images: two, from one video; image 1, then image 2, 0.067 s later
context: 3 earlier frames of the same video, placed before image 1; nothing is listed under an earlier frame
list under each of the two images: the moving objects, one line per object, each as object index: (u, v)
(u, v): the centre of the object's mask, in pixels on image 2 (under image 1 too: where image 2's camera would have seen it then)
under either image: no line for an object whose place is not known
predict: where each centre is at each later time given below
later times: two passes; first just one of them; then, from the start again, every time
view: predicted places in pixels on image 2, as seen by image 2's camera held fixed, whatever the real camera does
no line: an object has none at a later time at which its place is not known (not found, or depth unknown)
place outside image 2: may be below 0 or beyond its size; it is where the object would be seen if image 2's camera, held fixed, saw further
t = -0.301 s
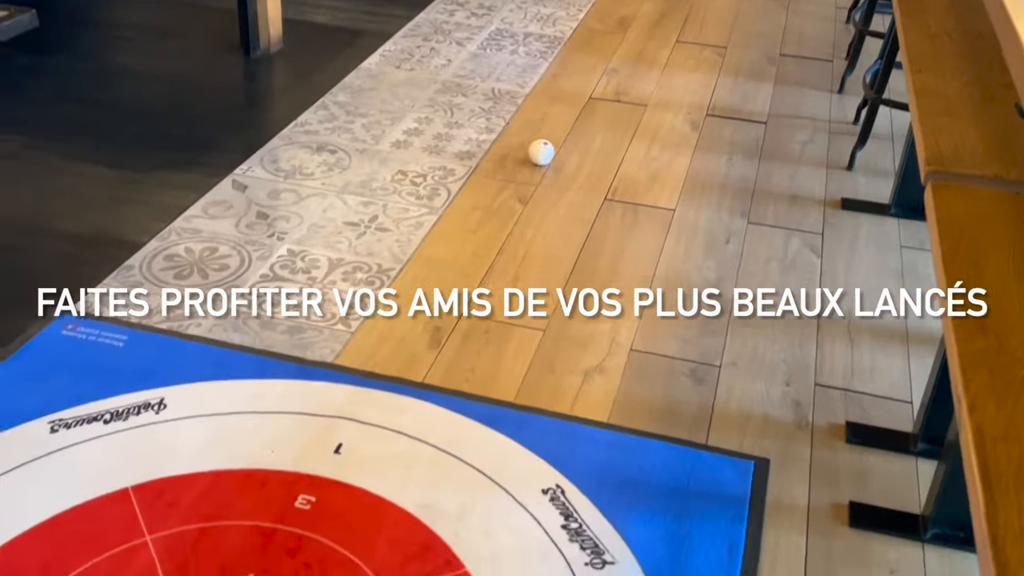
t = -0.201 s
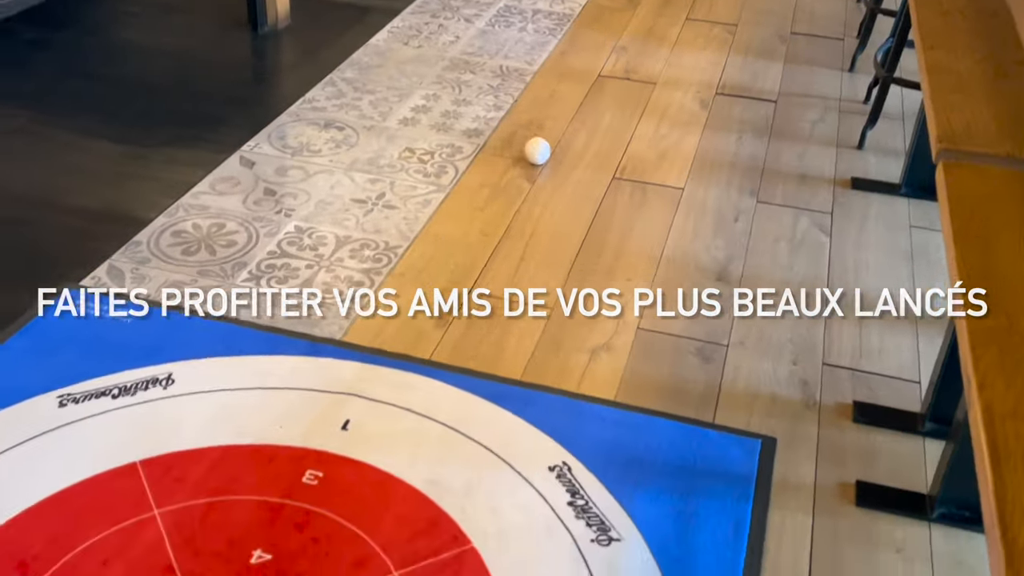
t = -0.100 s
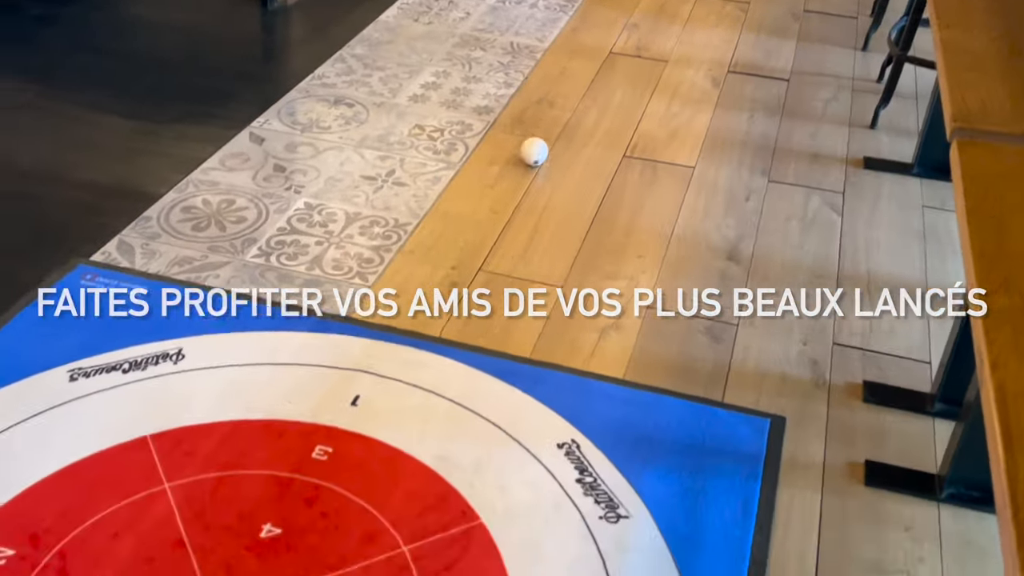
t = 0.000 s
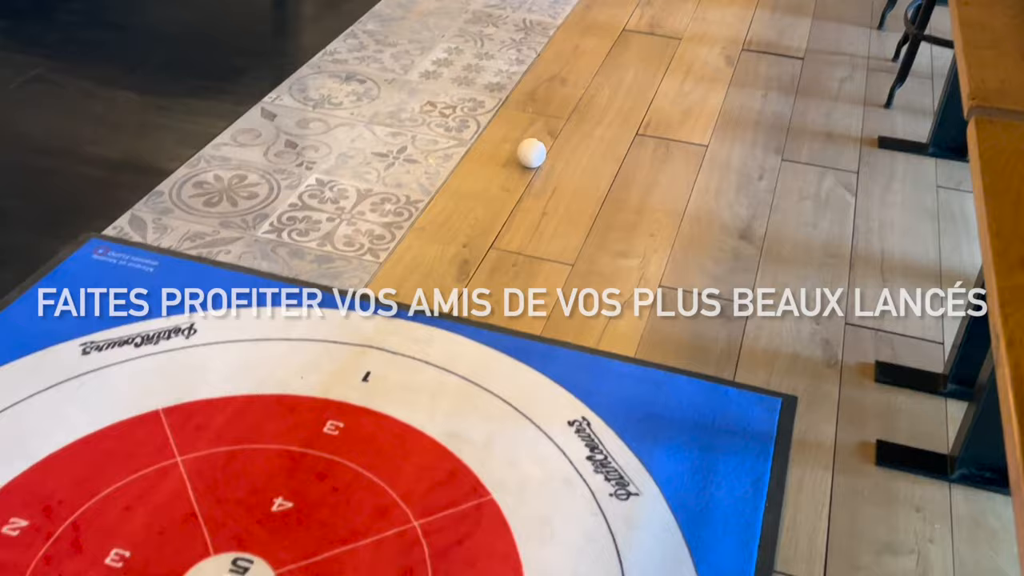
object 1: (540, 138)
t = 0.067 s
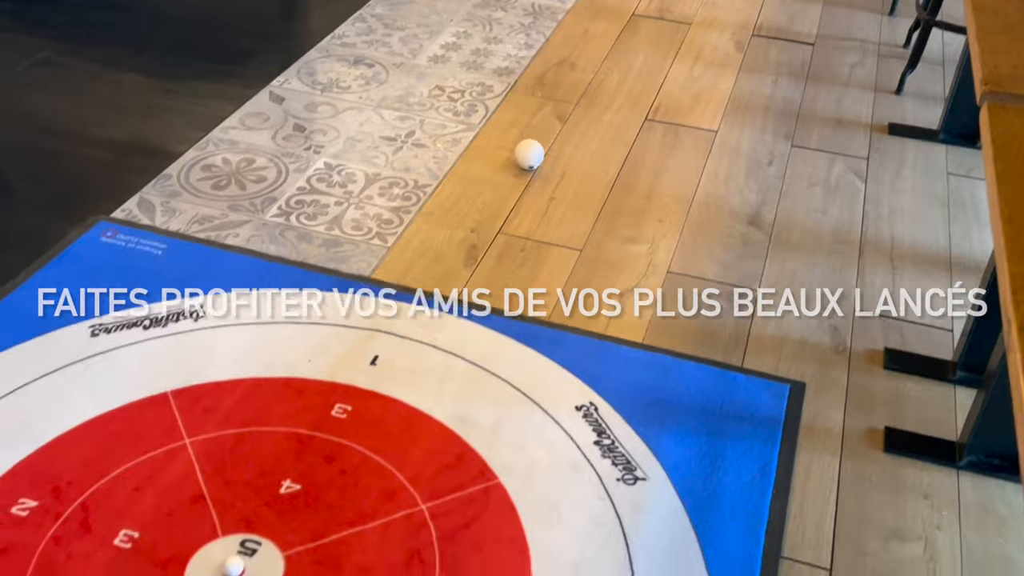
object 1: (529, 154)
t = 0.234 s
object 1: (499, 199)
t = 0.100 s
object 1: (523, 163)
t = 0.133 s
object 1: (518, 172)
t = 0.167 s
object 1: (512, 181)
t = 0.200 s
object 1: (506, 190)
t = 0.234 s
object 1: (499, 199)
